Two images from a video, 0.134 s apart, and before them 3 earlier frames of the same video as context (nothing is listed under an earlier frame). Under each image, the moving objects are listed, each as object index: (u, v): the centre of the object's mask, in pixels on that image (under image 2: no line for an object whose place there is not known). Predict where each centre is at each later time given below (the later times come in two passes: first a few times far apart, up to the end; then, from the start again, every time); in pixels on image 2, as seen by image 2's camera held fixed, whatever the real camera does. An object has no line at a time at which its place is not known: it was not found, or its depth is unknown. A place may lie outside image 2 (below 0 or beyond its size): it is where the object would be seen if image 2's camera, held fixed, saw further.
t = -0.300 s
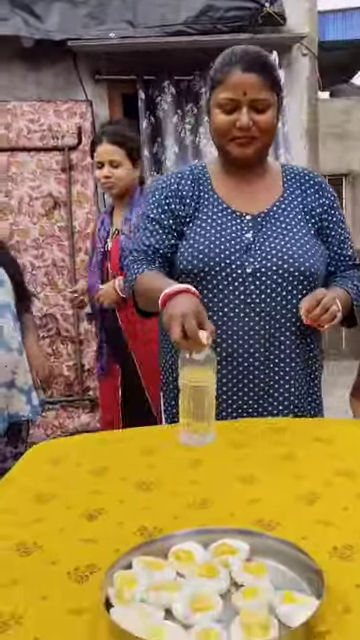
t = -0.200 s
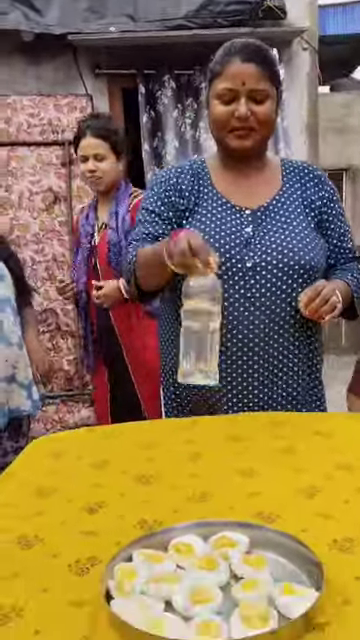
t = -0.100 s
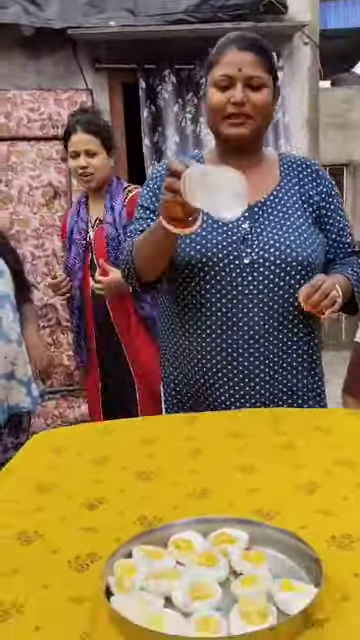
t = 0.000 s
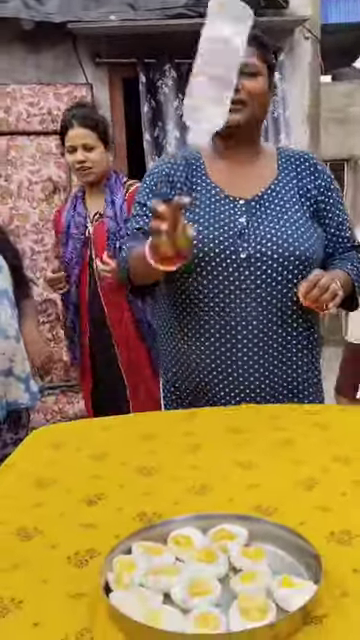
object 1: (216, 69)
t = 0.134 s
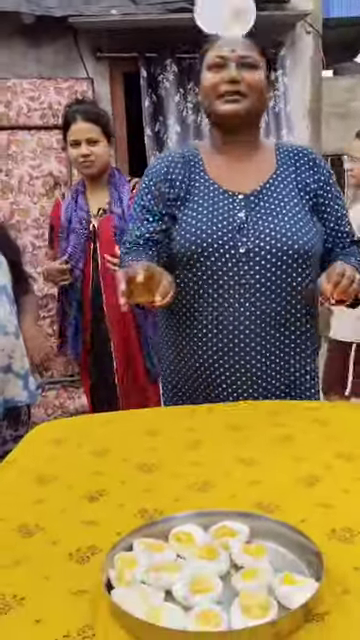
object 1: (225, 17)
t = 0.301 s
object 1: (233, 112)
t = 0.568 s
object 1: (243, 395)
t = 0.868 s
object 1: (251, 402)
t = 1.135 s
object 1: (254, 401)
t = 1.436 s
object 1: (259, 400)
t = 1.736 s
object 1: (260, 400)
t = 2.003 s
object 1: (259, 400)
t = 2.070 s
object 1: (259, 400)
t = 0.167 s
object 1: (223, 25)
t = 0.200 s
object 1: (225, 36)
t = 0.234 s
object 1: (228, 54)
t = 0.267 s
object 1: (232, 78)
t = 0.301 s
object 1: (233, 112)
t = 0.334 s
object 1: (234, 155)
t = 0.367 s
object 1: (235, 197)
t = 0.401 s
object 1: (236, 247)
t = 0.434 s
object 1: (238, 300)
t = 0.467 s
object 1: (240, 359)
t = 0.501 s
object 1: (241, 395)
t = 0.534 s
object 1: (243, 398)
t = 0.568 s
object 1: (243, 395)
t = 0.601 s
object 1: (243, 396)
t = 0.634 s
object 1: (244, 399)
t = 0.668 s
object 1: (246, 399)
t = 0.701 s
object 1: (248, 400)
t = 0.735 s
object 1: (249, 401)
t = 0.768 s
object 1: (250, 402)
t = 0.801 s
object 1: (251, 402)
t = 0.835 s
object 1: (250, 402)
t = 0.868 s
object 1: (251, 402)
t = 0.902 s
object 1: (251, 402)
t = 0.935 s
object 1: (251, 402)
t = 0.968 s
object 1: (251, 402)
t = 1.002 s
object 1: (252, 402)
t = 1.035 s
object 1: (252, 402)
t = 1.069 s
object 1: (253, 401)
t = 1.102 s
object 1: (253, 401)
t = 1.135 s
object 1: (254, 401)
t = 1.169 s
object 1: (255, 401)
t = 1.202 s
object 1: (255, 401)
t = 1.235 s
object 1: (256, 401)
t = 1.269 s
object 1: (256, 401)
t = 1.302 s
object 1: (257, 401)
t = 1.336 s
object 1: (257, 401)
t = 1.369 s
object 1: (258, 401)
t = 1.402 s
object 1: (259, 401)
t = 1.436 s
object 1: (259, 400)
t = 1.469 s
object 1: (260, 400)
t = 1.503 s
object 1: (260, 400)
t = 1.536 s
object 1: (261, 400)
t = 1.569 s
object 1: (261, 400)
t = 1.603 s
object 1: (260, 400)
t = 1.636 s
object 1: (260, 400)
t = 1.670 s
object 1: (260, 400)
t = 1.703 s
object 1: (261, 400)
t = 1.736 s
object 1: (260, 400)
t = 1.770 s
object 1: (260, 400)
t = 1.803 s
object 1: (259, 400)
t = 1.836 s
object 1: (258, 399)
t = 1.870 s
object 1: (258, 400)
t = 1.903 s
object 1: (258, 399)
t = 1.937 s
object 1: (259, 400)
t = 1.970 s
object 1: (258, 400)
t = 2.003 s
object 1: (259, 400)
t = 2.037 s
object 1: (259, 400)
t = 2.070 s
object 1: (259, 400)
